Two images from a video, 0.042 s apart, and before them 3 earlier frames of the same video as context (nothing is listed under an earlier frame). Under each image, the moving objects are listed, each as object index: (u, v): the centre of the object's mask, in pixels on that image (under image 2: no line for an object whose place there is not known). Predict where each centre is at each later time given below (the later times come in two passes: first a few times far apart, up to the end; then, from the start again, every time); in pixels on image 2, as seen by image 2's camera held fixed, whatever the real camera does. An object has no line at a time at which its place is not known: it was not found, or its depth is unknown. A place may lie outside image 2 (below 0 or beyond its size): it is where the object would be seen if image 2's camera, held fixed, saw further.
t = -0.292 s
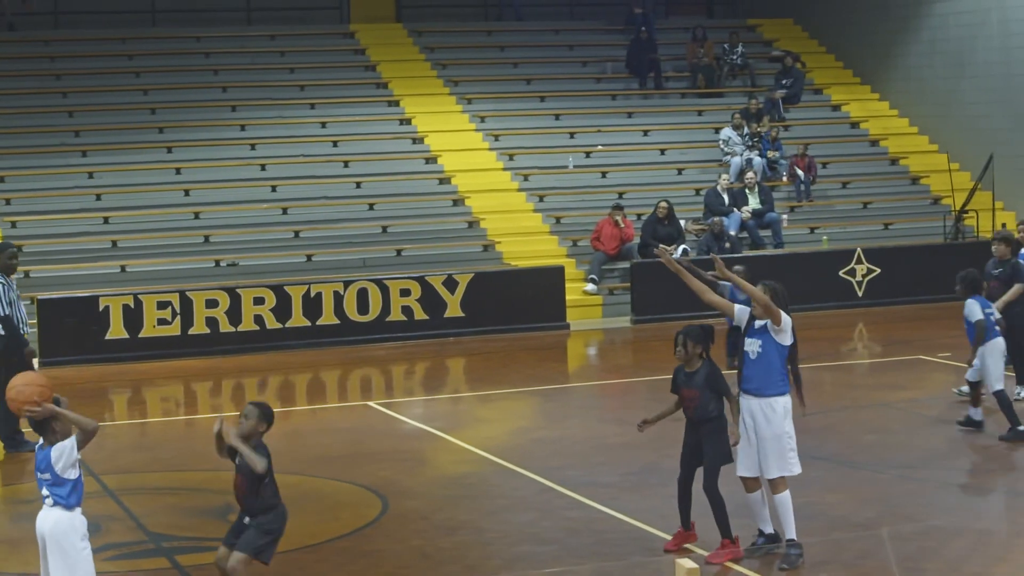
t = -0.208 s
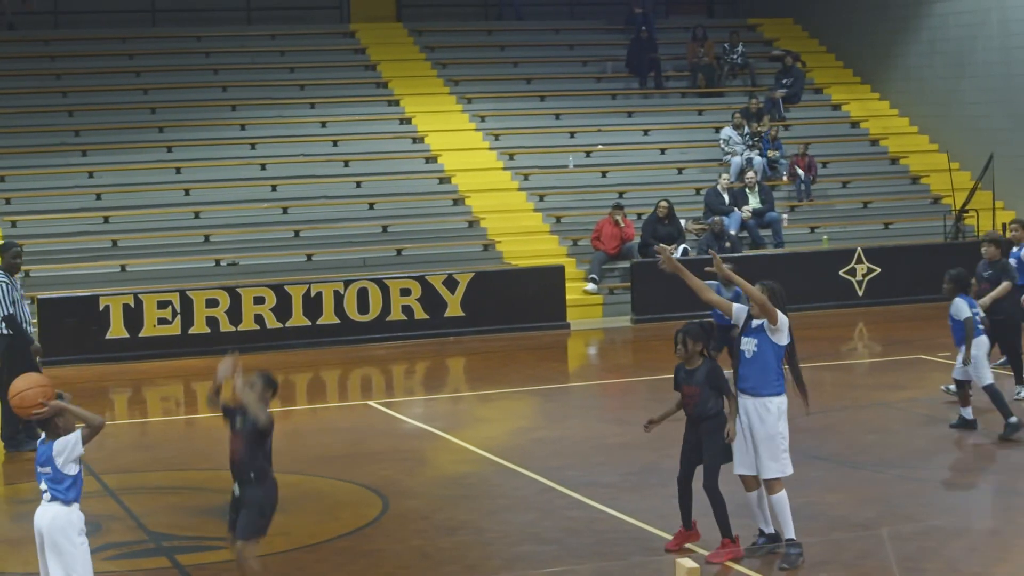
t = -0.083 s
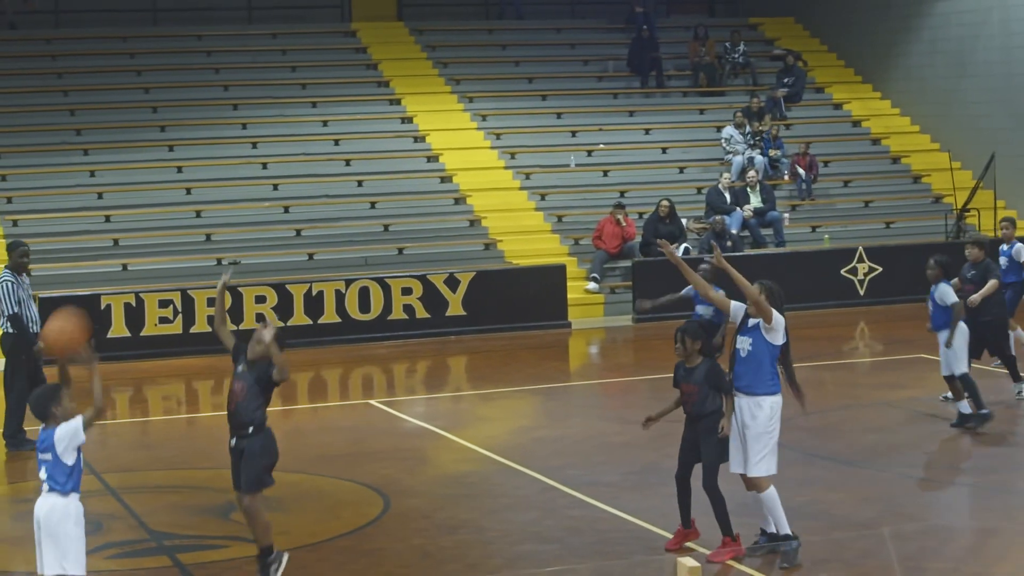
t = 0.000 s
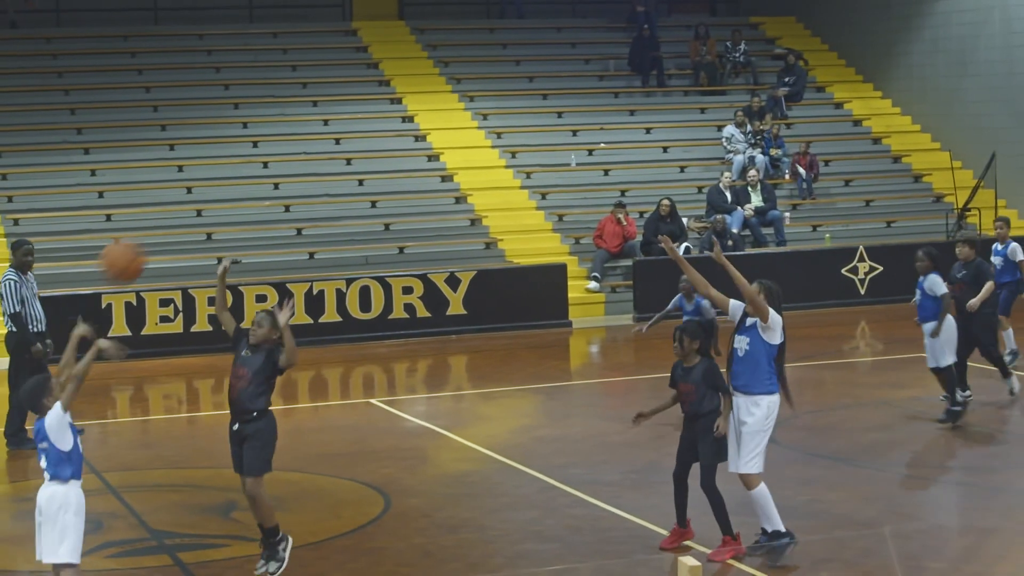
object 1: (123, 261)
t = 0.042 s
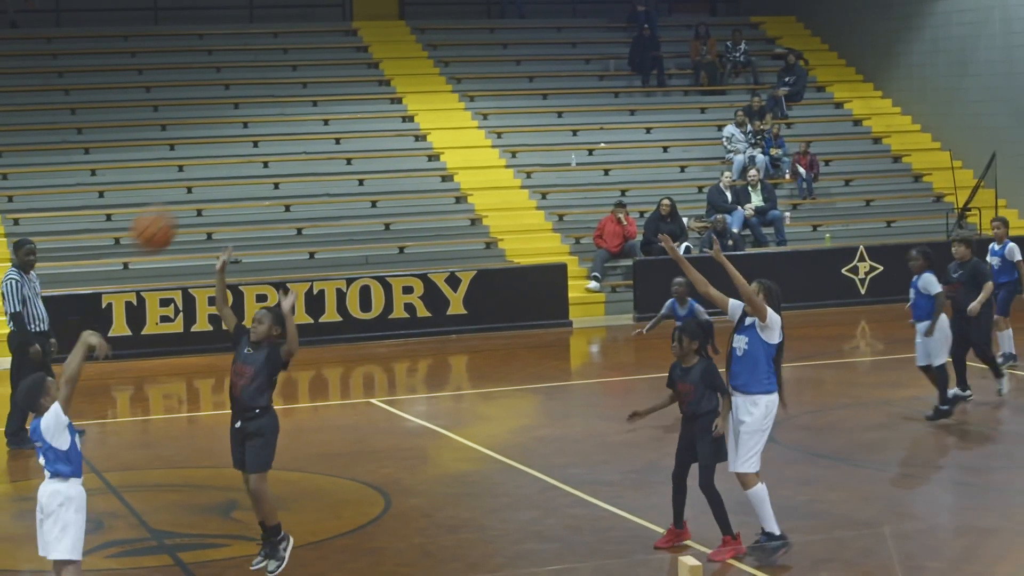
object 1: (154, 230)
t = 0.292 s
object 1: (326, 121)
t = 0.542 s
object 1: (487, 132)
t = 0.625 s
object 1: (538, 160)
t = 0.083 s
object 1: (184, 202)
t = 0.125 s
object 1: (212, 179)
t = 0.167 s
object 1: (241, 159)
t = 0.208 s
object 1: (270, 143)
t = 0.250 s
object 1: (298, 130)
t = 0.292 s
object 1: (326, 121)
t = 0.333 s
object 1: (354, 115)
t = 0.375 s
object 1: (381, 113)
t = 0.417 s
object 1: (407, 113)
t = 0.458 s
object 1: (434, 116)
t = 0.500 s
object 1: (461, 123)
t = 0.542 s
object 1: (487, 132)
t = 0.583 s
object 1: (512, 145)
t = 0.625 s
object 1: (538, 160)
